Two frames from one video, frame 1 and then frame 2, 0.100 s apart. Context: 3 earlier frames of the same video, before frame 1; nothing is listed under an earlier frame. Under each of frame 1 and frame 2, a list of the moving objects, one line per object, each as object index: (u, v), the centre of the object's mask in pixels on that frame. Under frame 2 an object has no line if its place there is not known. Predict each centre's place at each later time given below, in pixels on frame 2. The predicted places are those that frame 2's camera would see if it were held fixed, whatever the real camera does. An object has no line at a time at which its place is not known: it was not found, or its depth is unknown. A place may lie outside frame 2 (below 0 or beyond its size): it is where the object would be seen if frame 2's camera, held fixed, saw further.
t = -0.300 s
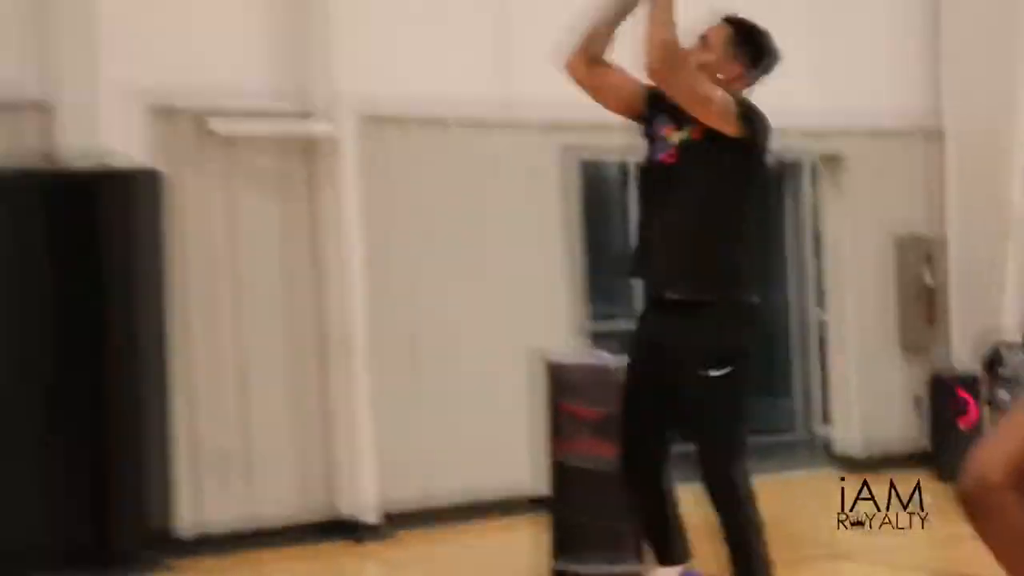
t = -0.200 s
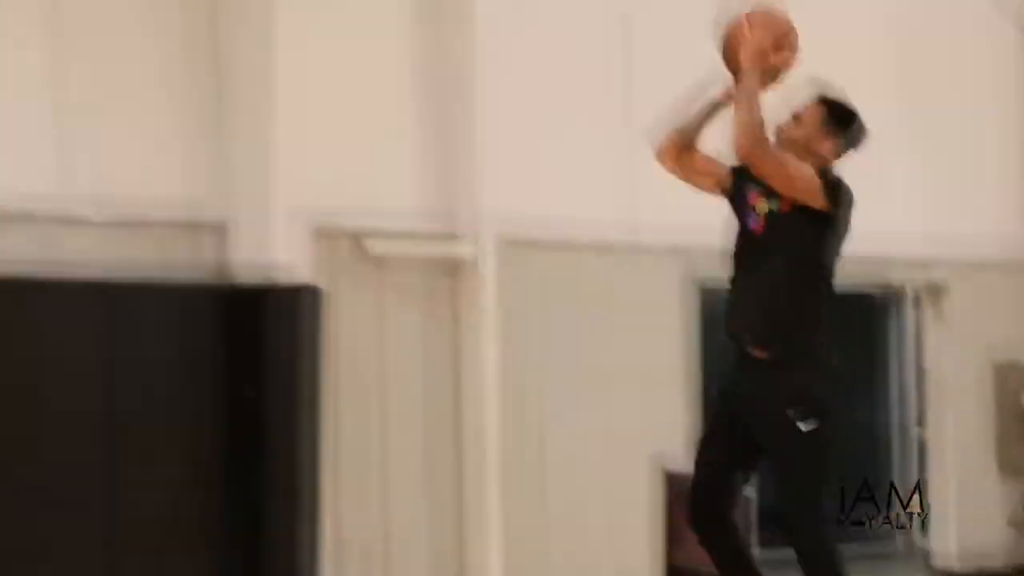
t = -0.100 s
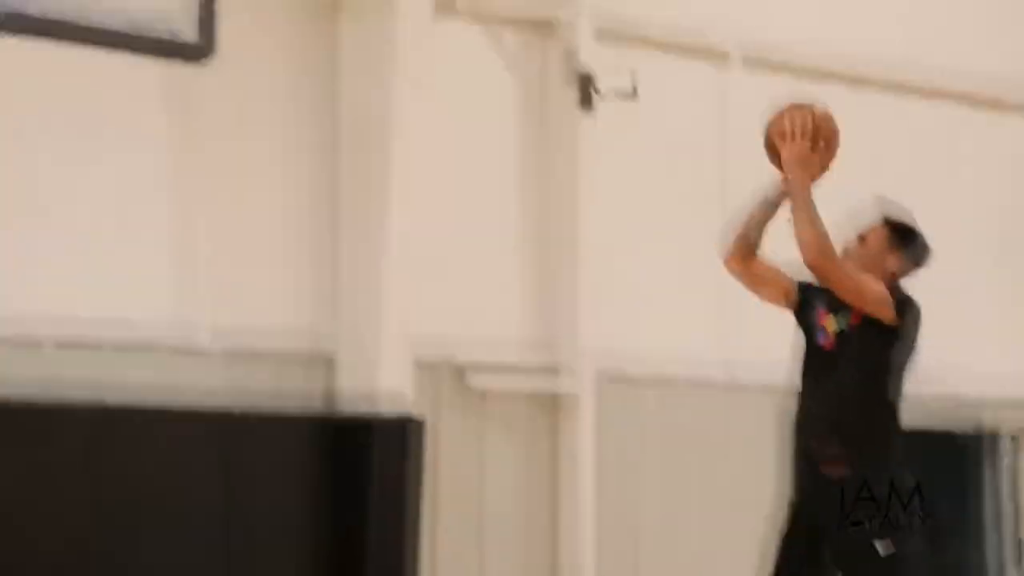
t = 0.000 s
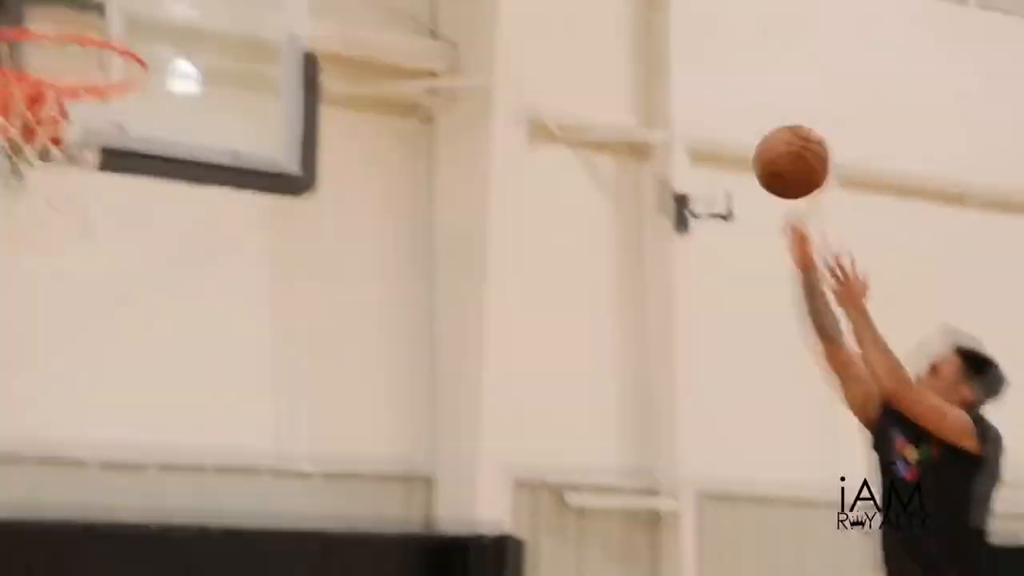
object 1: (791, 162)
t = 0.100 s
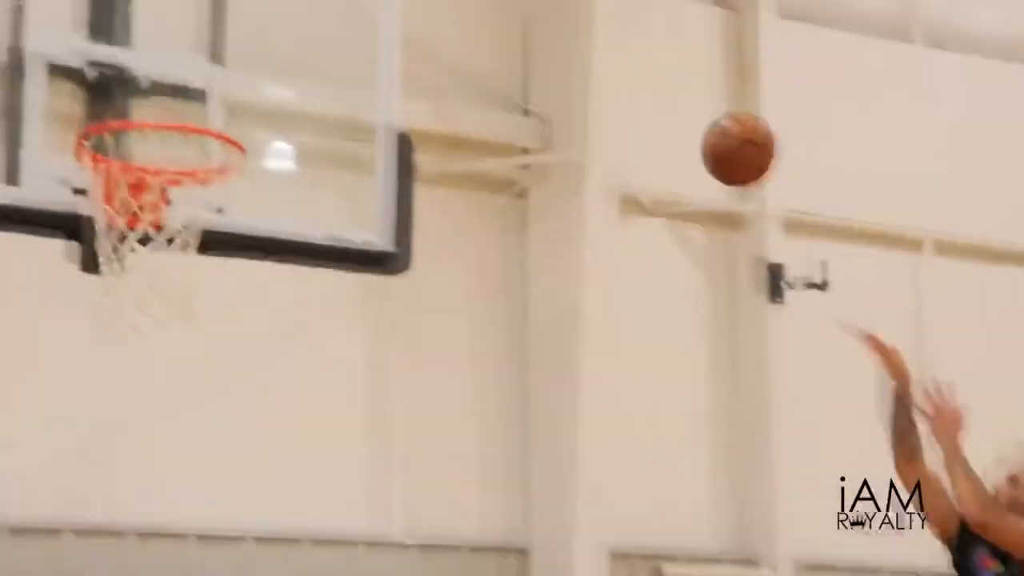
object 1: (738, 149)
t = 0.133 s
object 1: (690, 128)
